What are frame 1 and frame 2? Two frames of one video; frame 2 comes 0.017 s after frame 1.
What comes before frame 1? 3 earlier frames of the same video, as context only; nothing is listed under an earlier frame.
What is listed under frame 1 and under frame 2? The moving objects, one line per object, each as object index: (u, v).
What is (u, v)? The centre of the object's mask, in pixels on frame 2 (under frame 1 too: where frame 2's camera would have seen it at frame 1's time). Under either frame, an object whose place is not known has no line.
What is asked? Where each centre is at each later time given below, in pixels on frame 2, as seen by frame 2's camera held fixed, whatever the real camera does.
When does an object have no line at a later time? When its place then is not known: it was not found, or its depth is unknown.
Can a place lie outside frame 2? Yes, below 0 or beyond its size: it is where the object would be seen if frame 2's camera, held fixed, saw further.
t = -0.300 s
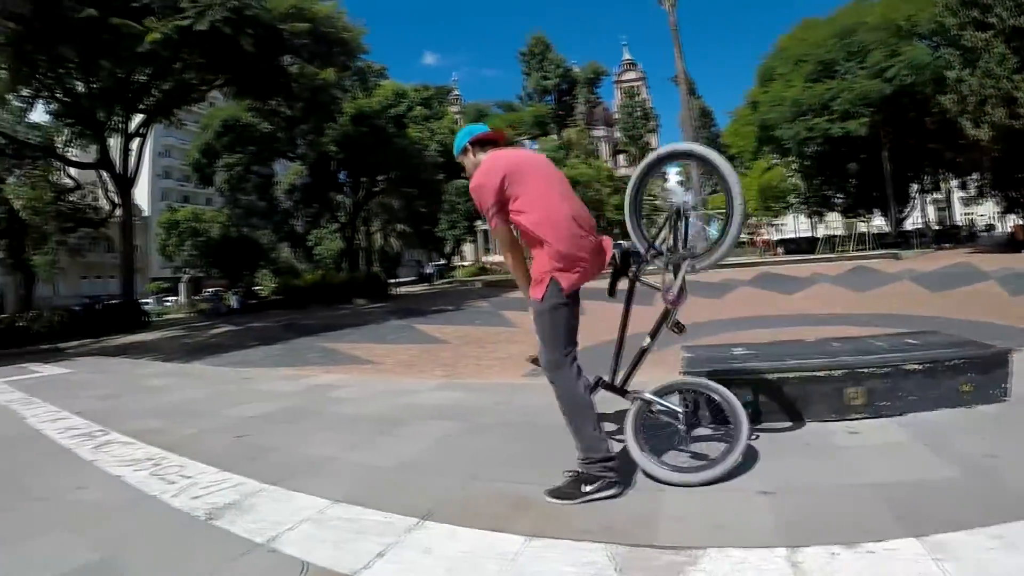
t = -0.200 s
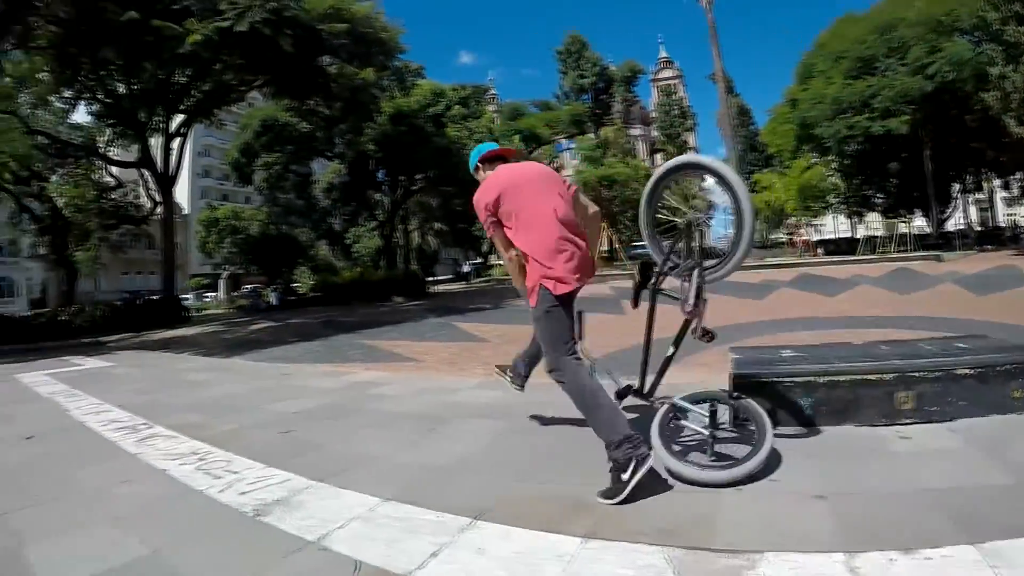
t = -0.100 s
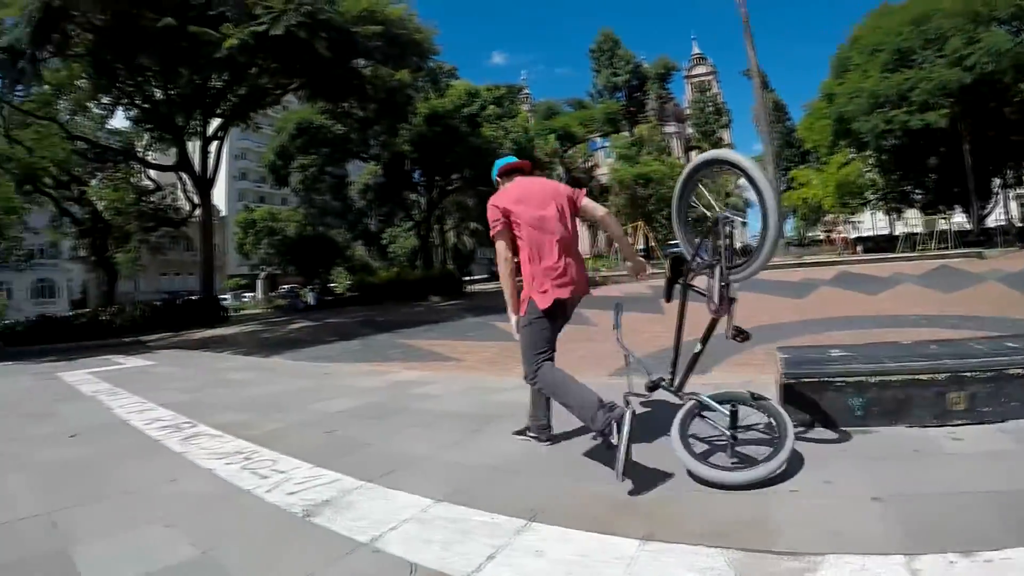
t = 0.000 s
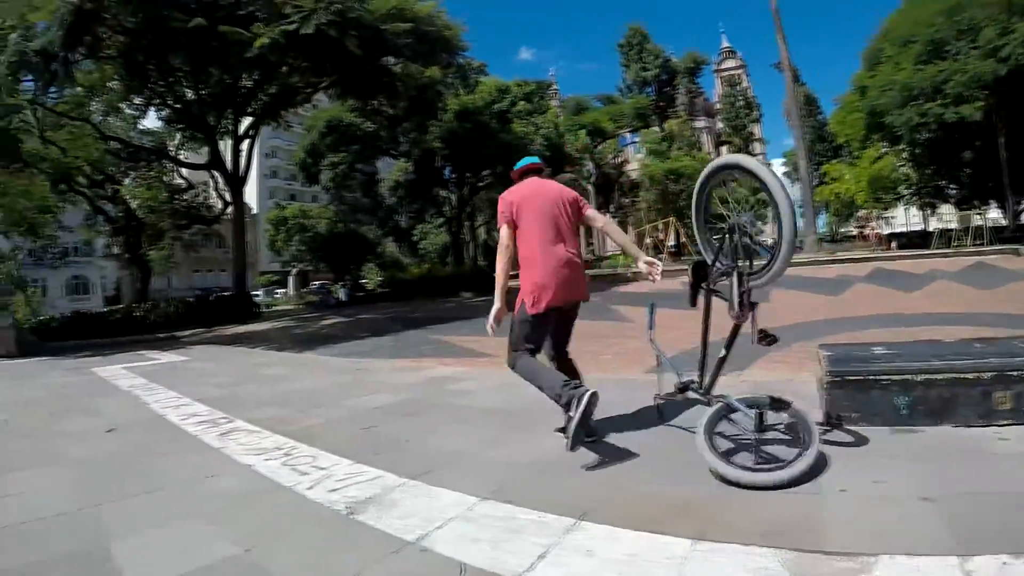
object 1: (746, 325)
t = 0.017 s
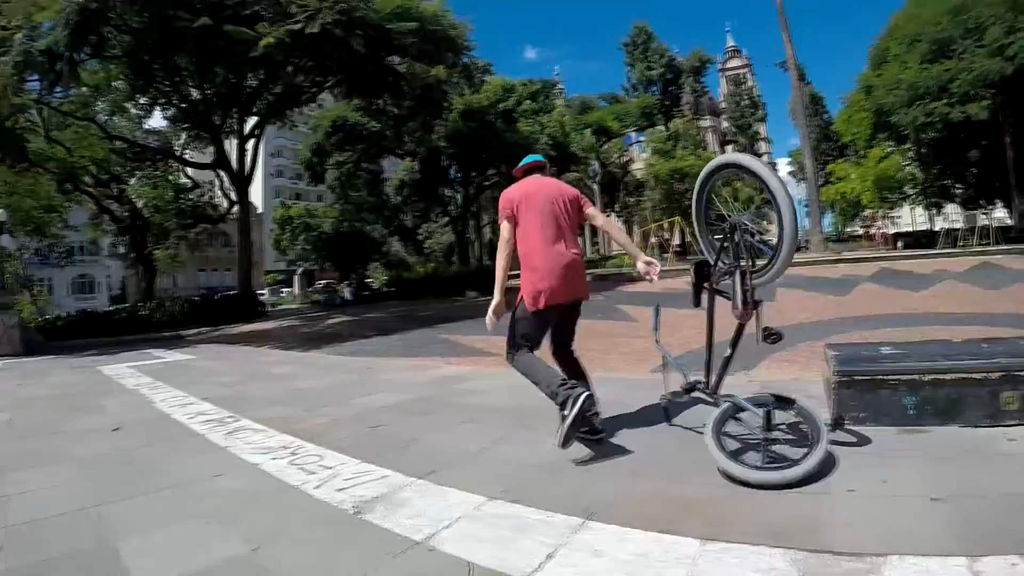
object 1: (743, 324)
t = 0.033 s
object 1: (739, 324)
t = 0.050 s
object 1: (736, 326)
